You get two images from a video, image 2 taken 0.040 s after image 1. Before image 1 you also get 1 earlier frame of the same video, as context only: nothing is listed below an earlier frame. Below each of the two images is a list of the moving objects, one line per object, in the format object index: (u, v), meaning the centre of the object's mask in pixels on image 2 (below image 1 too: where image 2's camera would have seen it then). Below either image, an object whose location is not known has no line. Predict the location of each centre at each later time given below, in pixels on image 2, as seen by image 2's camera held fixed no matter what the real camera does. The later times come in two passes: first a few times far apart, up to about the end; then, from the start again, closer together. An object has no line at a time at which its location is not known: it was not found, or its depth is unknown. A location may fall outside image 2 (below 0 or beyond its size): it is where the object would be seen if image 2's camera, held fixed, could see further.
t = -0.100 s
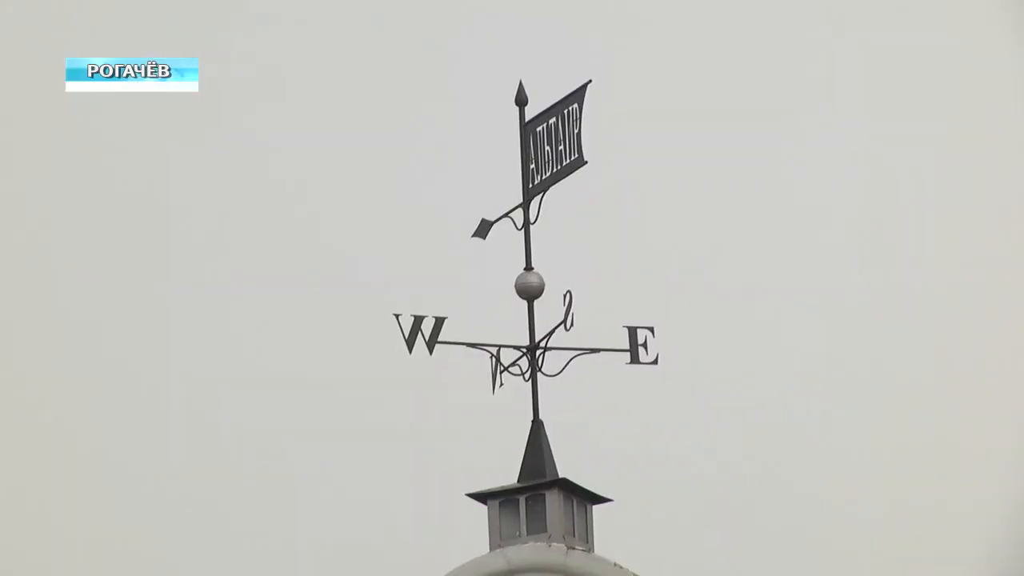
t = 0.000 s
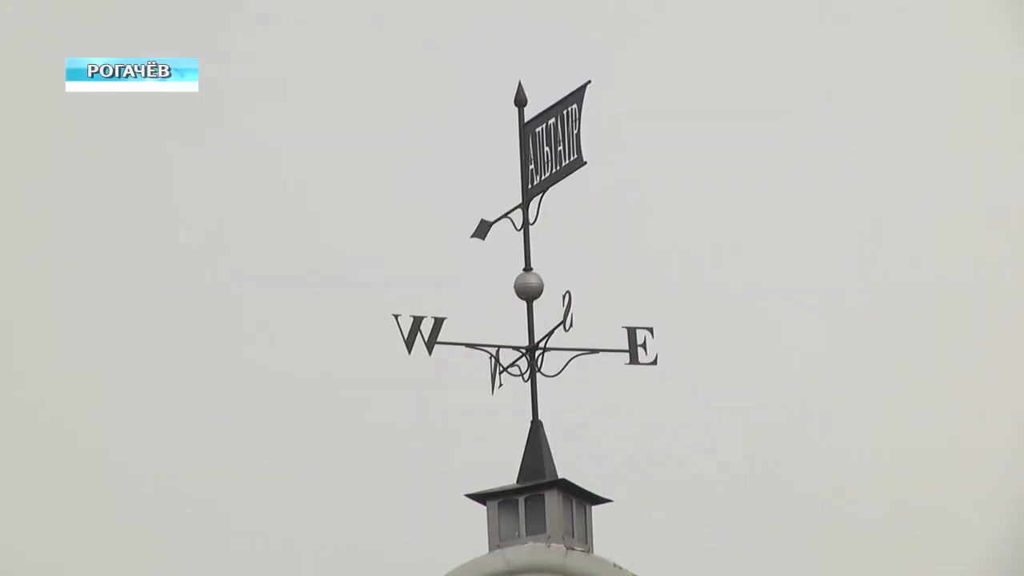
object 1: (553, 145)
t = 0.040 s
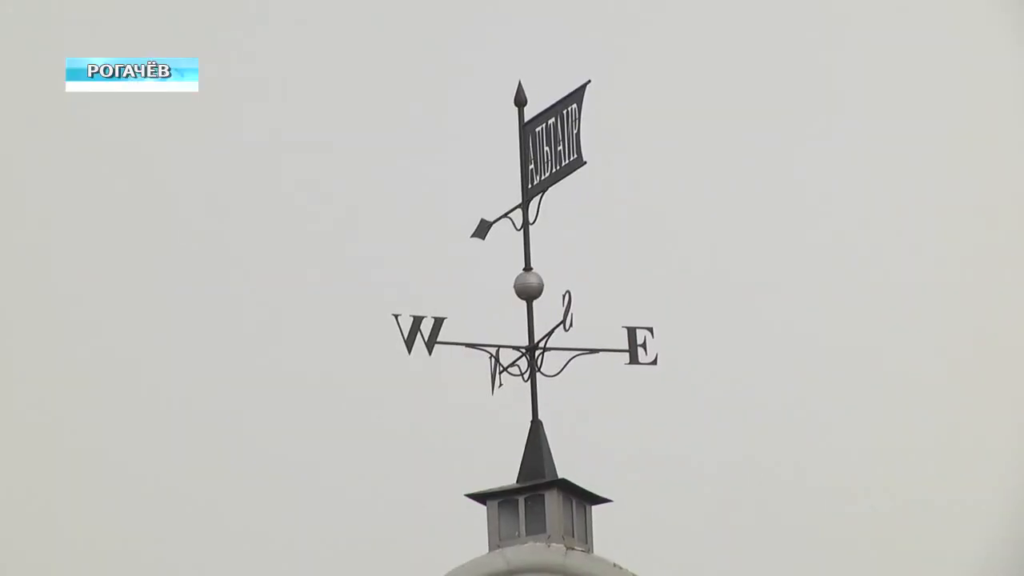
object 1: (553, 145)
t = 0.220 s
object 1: (553, 145)
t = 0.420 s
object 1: (552, 145)
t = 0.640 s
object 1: (551, 145)
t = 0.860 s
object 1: (550, 144)
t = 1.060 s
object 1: (549, 145)
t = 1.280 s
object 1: (546, 145)
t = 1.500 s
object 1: (544, 144)
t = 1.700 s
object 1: (540, 144)
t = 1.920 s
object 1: (536, 144)
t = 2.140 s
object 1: (532, 144)
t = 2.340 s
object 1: (528, 144)
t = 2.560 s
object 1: (525, 153)
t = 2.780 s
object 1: (524, 158)
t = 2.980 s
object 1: (526, 155)
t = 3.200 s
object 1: (526, 151)
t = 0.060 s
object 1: (553, 145)
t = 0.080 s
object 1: (553, 145)
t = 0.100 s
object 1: (553, 145)
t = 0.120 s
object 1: (553, 145)
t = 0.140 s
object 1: (553, 145)
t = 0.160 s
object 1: (553, 145)
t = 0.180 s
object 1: (553, 145)
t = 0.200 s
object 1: (553, 144)
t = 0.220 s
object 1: (553, 145)
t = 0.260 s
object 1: (553, 145)
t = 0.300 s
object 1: (553, 145)
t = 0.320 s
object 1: (553, 145)
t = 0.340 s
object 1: (553, 145)
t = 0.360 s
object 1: (553, 145)
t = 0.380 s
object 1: (553, 145)
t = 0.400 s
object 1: (553, 145)
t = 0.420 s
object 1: (552, 145)
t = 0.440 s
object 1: (552, 144)
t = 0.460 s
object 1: (552, 145)
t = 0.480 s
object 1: (552, 145)
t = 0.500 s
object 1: (552, 145)
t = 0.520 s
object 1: (552, 145)
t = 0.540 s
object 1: (552, 145)
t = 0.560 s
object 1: (552, 145)
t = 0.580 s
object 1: (552, 145)
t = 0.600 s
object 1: (551, 145)
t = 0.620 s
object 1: (551, 145)
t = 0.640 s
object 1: (551, 145)
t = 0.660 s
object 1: (551, 145)
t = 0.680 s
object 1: (551, 145)
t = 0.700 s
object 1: (551, 145)
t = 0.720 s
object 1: (551, 145)
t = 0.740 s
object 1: (551, 145)
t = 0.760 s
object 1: (551, 145)
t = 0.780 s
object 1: (551, 145)
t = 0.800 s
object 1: (551, 145)
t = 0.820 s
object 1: (551, 145)
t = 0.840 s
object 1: (550, 145)
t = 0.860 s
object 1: (550, 144)
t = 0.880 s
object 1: (550, 145)
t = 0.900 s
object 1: (550, 144)
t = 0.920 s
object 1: (550, 145)
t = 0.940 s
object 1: (550, 145)
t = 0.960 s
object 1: (550, 145)
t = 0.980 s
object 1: (550, 145)
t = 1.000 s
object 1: (550, 145)
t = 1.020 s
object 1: (549, 145)
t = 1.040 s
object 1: (549, 144)
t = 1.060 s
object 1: (549, 145)
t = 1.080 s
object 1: (549, 144)
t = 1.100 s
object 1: (549, 145)
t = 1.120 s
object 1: (548, 145)
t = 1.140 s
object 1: (548, 145)
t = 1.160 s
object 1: (548, 145)
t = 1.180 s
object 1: (547, 145)
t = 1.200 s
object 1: (547, 145)
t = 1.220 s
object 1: (547, 145)
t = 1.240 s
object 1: (547, 145)
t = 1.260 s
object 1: (546, 145)
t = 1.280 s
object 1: (546, 145)
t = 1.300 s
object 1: (546, 145)
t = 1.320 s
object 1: (545, 145)
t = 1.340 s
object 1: (546, 144)
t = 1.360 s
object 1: (545, 144)
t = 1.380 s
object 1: (545, 145)
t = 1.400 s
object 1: (544, 145)
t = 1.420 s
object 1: (544, 144)
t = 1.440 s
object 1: (544, 144)
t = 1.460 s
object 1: (544, 144)
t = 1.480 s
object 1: (544, 144)
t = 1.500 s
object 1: (544, 144)
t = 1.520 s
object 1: (543, 144)
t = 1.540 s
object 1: (543, 144)
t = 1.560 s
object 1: (543, 144)
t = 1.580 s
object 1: (542, 144)
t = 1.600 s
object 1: (542, 144)
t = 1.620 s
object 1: (541, 144)
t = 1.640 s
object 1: (541, 144)
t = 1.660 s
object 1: (540, 144)
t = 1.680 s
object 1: (540, 144)
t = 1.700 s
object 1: (540, 144)
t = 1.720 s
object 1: (539, 144)
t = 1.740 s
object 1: (539, 144)
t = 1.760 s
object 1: (539, 144)
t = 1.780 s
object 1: (538, 144)
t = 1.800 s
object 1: (538, 145)
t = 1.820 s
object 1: (537, 145)
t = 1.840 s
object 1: (537, 144)
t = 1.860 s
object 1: (537, 144)
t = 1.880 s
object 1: (536, 144)
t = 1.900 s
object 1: (536, 143)
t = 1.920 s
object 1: (536, 144)
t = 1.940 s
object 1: (535, 144)
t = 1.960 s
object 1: (535, 144)
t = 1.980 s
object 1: (535, 144)
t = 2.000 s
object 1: (534, 145)
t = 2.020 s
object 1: (534, 144)
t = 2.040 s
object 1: (534, 144)
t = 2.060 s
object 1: (533, 144)
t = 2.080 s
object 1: (533, 144)
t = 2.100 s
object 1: (533, 144)
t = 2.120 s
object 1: (532, 145)
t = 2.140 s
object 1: (532, 144)
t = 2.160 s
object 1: (532, 145)
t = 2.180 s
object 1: (531, 144)
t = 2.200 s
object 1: (531, 145)
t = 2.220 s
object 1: (531, 144)
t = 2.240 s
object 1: (530, 144)
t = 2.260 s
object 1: (530, 146)
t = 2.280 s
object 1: (529, 144)
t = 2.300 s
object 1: (529, 144)
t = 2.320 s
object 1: (529, 144)
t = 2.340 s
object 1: (528, 144)
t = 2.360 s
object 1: (528, 143)
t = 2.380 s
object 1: (528, 142)
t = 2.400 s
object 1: (527, 142)
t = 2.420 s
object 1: (527, 143)
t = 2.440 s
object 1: (527, 143)
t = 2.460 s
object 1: (526, 144)
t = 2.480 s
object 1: (526, 154)
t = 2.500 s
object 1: (525, 150)
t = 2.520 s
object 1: (526, 143)
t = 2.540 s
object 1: (525, 153)
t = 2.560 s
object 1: (525, 153)
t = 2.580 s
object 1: (525, 155)
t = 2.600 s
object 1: (525, 157)
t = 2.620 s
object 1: (525, 157)
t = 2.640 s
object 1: (525, 157)
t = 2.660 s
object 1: (525, 157)
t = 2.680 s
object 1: (525, 158)
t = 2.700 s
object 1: (524, 158)
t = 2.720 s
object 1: (525, 158)
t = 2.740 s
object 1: (525, 158)
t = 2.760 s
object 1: (525, 158)
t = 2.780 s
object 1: (524, 158)
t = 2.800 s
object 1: (525, 157)
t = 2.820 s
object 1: (525, 157)
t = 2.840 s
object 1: (525, 157)
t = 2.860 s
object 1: (525, 157)
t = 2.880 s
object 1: (525, 155)
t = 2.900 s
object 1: (525, 156)
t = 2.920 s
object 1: (525, 155)
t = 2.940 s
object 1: (525, 154)
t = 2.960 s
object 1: (525, 155)
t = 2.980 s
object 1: (526, 155)
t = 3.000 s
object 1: (526, 154)
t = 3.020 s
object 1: (526, 154)
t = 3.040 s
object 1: (526, 154)
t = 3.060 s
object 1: (526, 153)
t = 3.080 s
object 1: (526, 153)
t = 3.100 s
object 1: (526, 153)
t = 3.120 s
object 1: (526, 153)
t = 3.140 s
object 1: (526, 152)
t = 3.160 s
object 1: (526, 152)
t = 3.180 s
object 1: (526, 152)
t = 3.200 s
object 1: (526, 151)
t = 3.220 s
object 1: (526, 152)
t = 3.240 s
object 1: (526, 152)
